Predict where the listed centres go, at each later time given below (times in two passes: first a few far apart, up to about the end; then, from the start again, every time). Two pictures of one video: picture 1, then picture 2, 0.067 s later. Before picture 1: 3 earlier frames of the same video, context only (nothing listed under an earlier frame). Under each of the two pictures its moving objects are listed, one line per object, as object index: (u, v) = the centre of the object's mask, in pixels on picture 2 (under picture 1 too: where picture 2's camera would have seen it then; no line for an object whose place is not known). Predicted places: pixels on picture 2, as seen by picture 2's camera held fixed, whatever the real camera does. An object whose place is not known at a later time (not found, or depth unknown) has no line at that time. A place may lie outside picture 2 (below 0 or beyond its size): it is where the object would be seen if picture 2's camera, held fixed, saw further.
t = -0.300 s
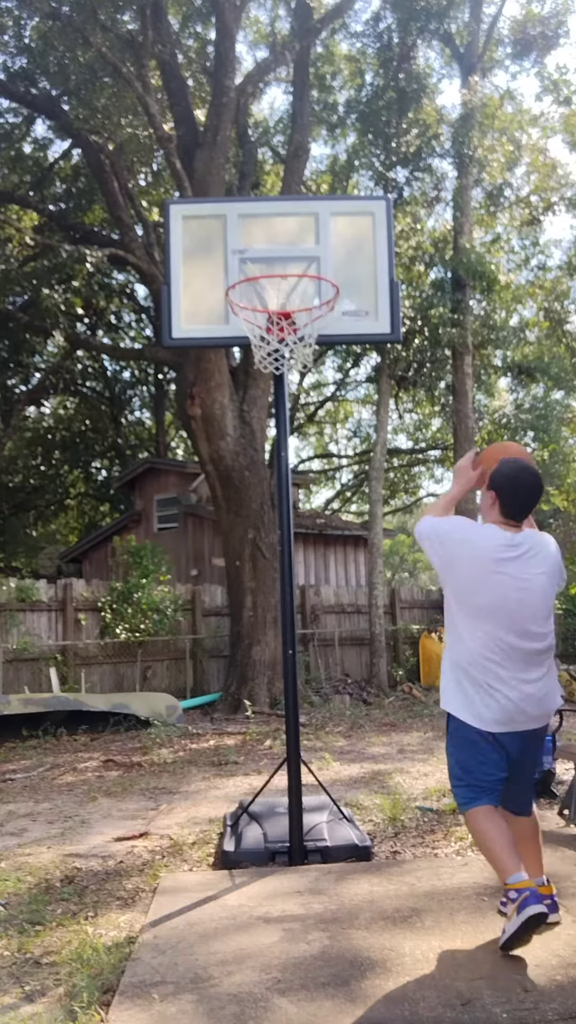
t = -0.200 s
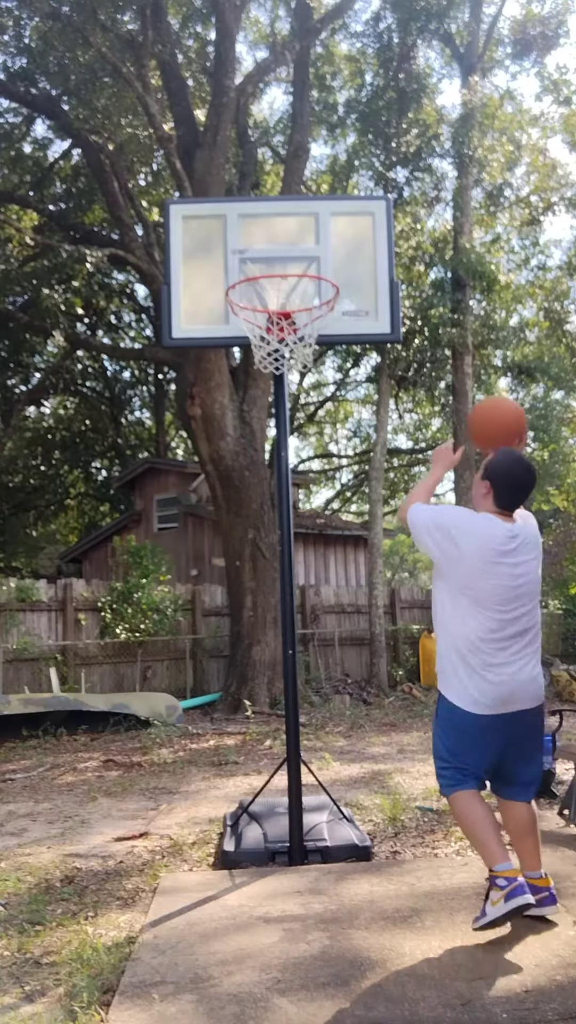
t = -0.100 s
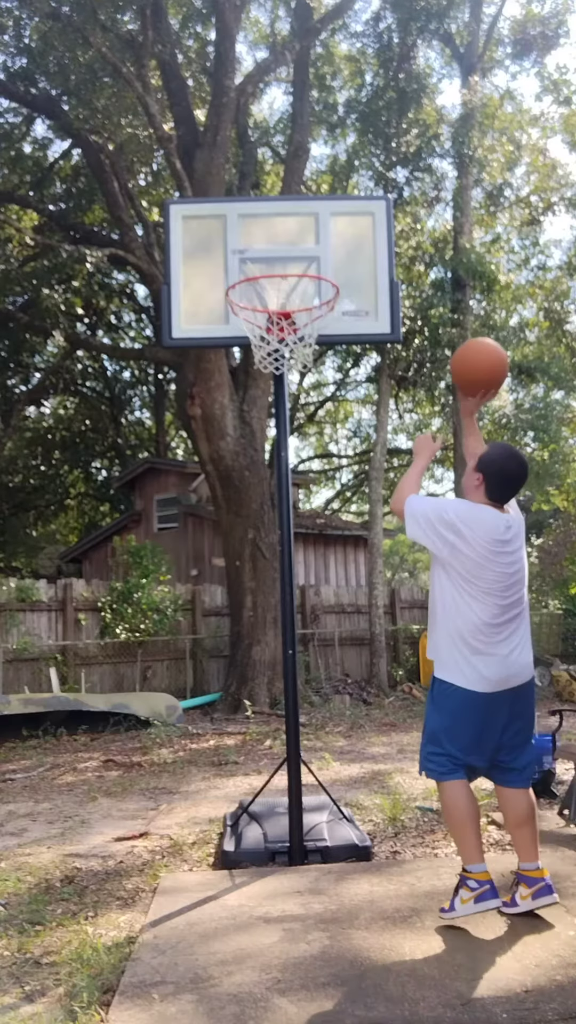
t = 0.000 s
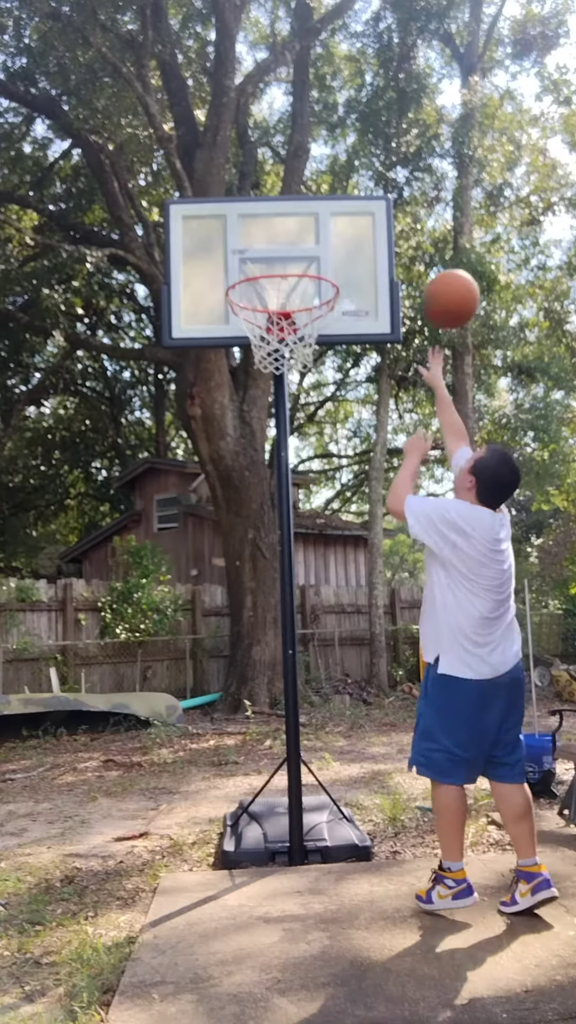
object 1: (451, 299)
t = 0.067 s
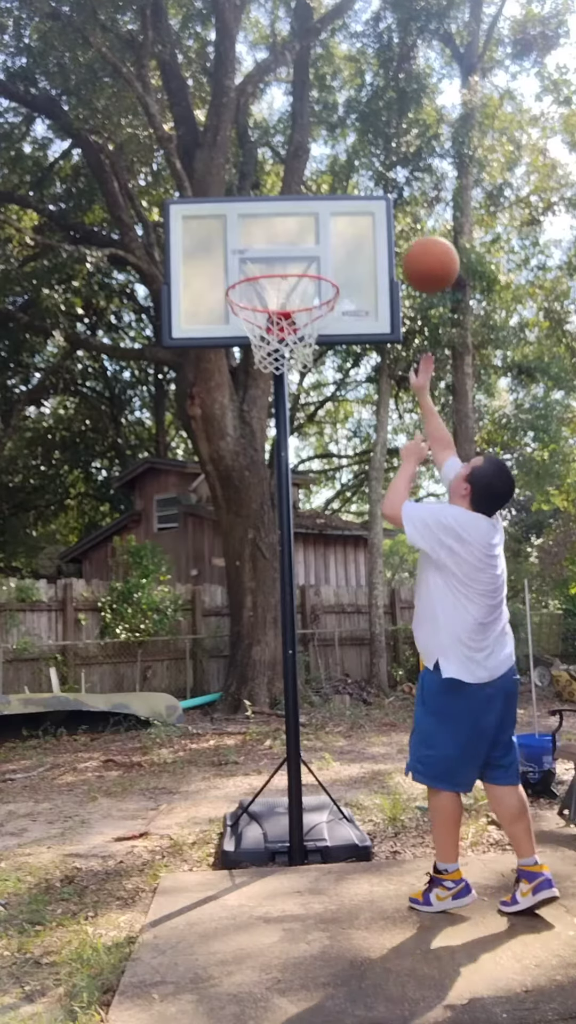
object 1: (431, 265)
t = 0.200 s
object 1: (394, 228)
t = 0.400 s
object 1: (345, 244)
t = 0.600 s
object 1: (319, 266)
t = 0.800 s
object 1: (312, 282)
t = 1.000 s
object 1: (304, 281)
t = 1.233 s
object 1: (288, 298)
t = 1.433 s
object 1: (278, 391)
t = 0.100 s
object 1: (421, 252)
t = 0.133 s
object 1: (412, 242)
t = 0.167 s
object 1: (403, 234)
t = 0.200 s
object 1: (394, 228)
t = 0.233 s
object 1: (385, 225)
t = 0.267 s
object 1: (377, 225)
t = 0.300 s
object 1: (369, 226)
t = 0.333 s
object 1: (361, 230)
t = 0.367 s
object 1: (353, 237)
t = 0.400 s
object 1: (345, 244)
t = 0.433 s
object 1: (338, 255)
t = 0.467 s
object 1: (332, 264)
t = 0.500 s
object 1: (325, 275)
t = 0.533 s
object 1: (323, 270)
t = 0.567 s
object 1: (321, 266)
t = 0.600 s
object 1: (319, 266)
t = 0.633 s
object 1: (317, 268)
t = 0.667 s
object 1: (315, 271)
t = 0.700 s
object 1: (314, 278)
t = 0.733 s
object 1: (313, 284)
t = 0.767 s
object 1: (313, 283)
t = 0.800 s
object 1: (312, 282)
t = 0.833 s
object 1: (311, 282)
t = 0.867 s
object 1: (310, 283)
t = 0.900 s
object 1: (307, 280)
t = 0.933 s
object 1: (306, 279)
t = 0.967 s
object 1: (305, 282)
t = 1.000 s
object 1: (304, 281)
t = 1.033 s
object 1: (302, 281)
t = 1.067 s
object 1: (300, 283)
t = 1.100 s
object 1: (297, 282)
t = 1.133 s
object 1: (295, 283)
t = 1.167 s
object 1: (293, 286)
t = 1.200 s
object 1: (290, 291)
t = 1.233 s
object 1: (288, 298)
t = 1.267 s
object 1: (286, 304)
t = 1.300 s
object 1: (284, 315)
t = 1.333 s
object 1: (282, 336)
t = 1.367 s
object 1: (280, 351)
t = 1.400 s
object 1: (280, 371)
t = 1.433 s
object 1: (278, 391)
